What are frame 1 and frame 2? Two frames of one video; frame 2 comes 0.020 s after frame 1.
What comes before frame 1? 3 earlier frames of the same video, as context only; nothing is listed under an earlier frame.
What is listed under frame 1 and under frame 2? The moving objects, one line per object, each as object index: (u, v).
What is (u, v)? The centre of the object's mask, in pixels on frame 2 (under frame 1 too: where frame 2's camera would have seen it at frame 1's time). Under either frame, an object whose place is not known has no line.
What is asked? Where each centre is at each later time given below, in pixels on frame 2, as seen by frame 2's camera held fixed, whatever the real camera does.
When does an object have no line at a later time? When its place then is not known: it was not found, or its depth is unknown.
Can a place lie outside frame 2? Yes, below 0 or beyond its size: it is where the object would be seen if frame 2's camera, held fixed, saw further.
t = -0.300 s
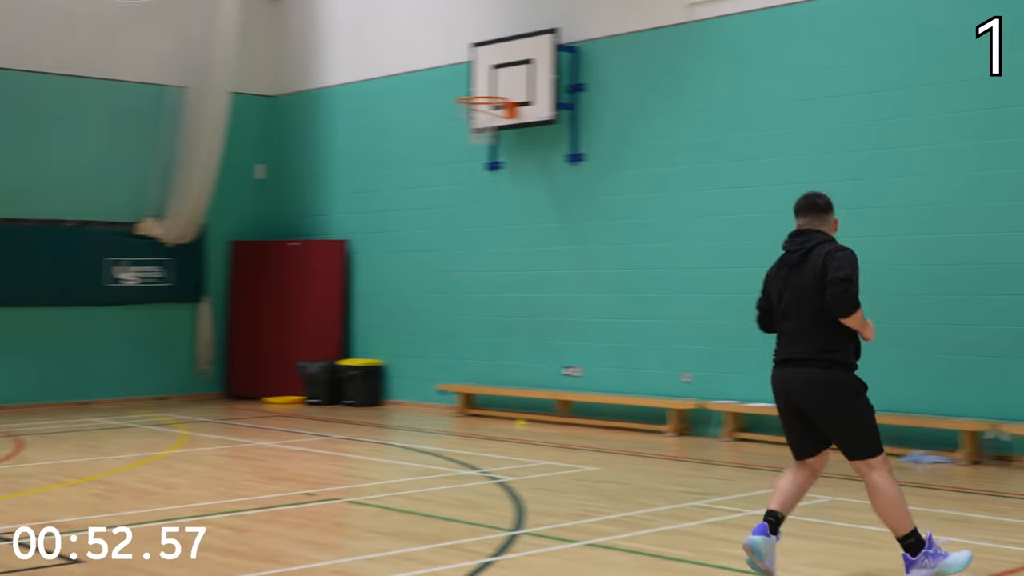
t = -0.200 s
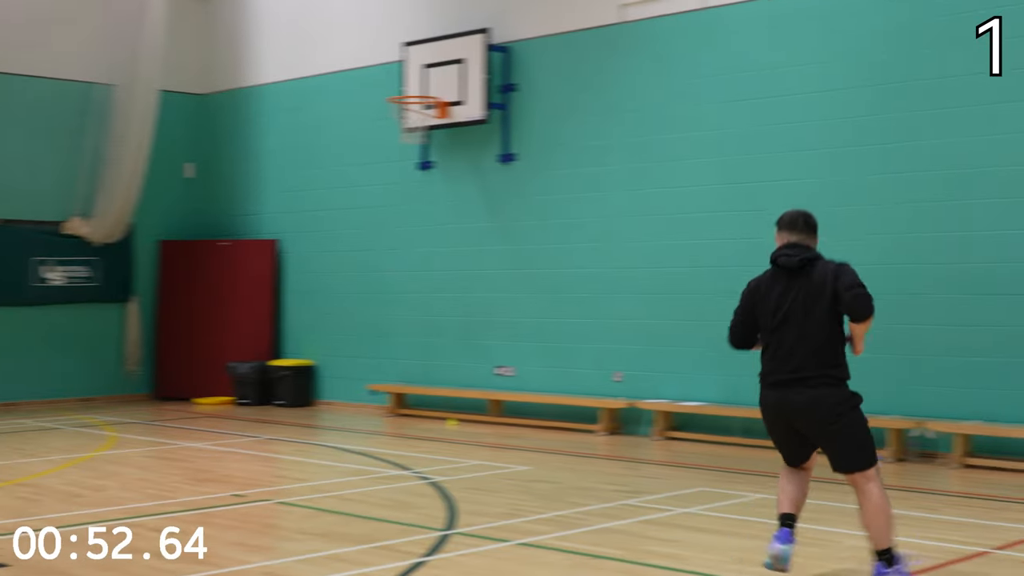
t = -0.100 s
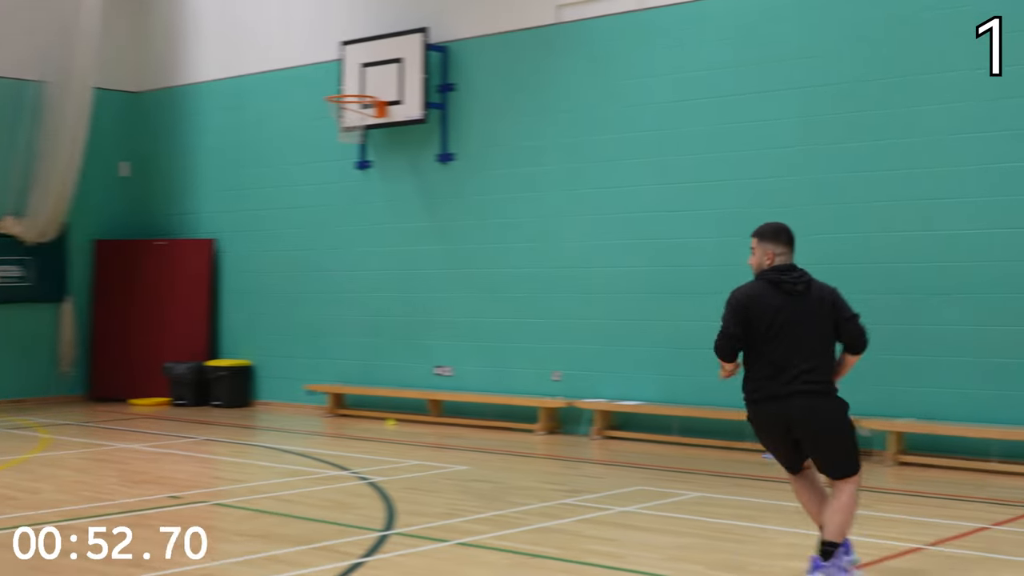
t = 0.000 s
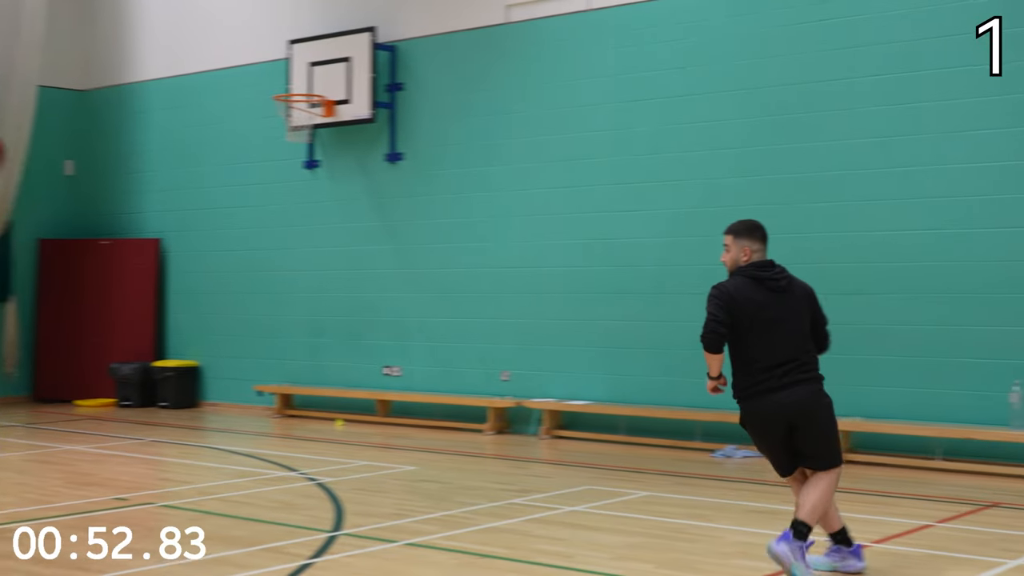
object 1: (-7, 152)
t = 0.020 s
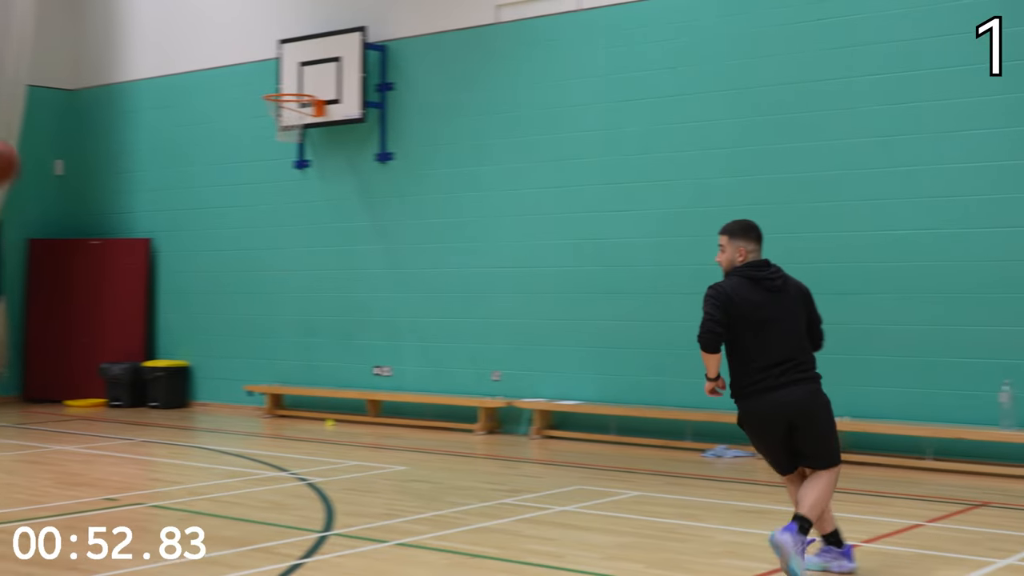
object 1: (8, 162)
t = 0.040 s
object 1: (29, 177)
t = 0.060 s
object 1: (42, 190)
